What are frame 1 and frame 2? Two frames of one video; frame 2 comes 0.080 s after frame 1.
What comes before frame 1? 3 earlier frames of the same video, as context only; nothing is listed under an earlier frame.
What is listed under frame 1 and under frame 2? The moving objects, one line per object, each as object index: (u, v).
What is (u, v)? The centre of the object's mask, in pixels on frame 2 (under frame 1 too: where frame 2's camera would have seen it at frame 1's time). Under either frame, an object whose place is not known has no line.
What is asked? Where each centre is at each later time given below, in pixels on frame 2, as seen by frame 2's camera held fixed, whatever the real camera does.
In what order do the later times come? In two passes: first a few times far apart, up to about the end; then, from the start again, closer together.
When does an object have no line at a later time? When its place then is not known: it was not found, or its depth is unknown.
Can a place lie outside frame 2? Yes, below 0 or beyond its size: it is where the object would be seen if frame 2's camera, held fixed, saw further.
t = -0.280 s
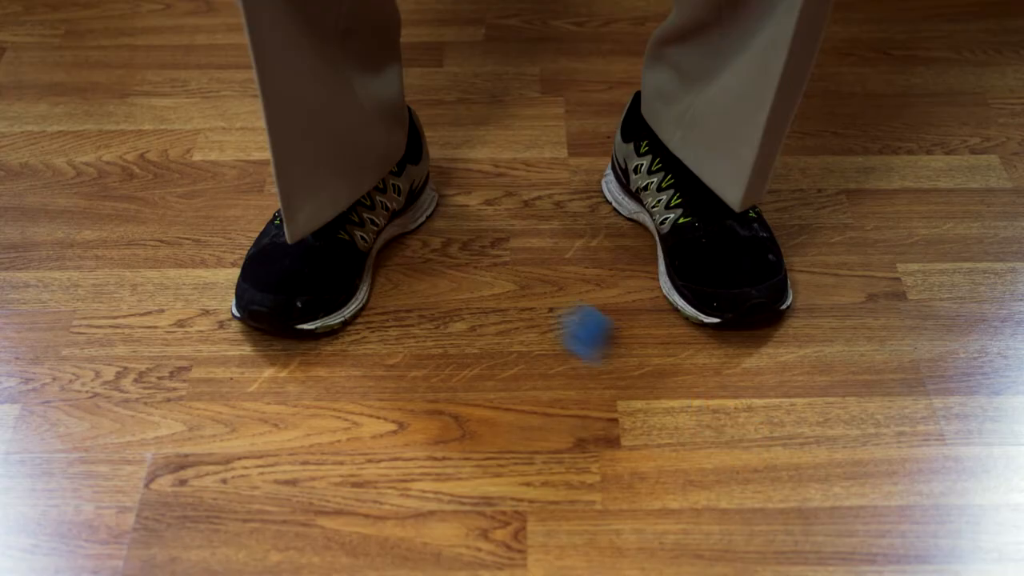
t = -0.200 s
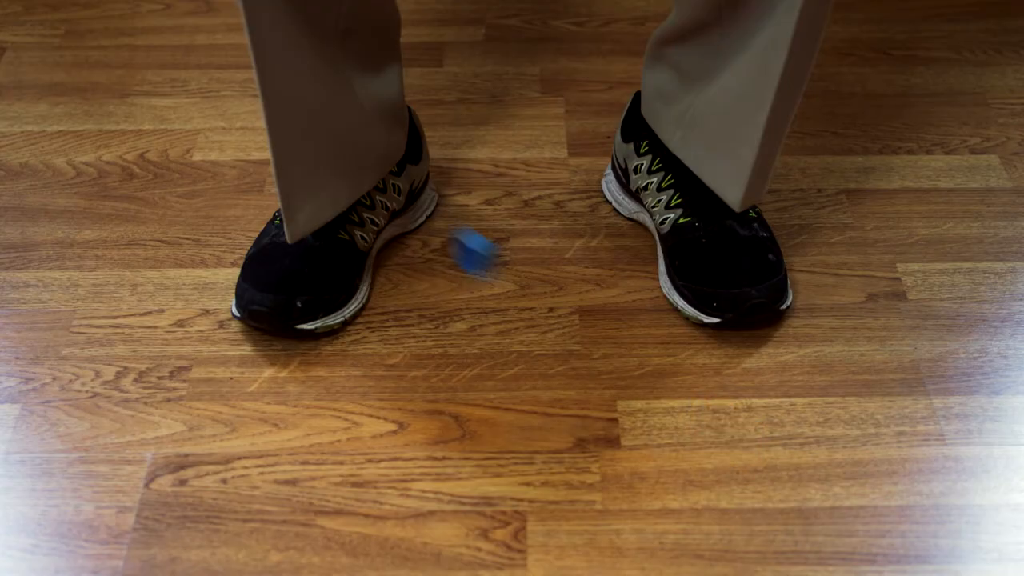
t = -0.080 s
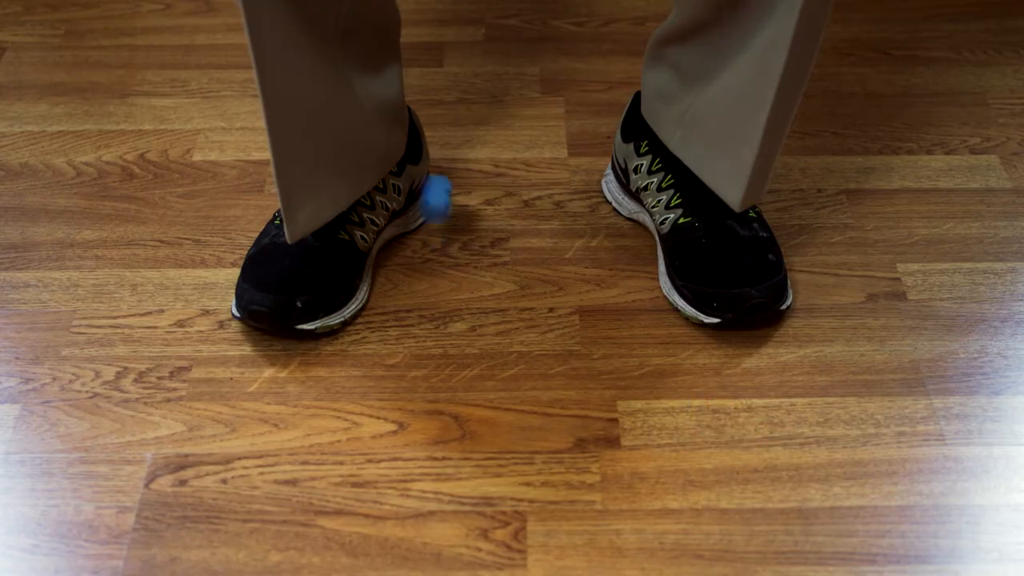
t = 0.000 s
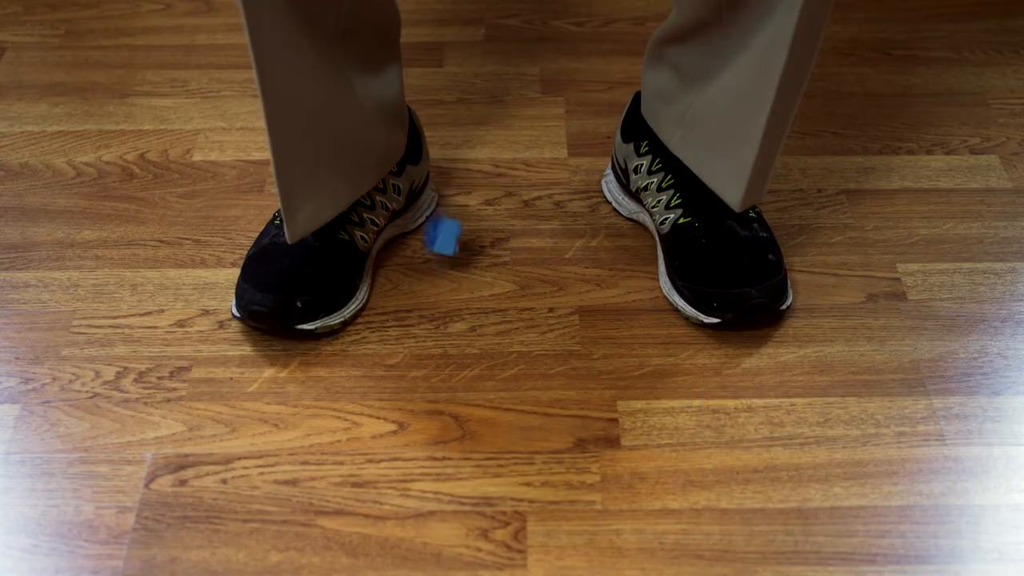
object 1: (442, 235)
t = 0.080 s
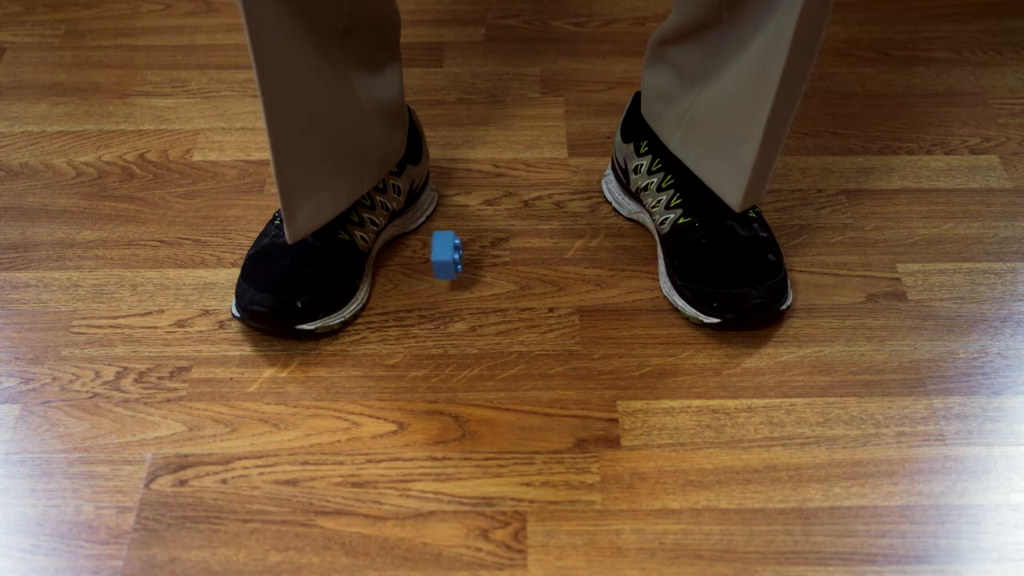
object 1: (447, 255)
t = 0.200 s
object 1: (453, 311)
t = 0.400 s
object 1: (470, 365)
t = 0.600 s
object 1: (483, 416)
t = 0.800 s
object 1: (483, 426)
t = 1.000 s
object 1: (483, 426)
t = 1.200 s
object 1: (483, 426)
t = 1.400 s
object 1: (483, 426)
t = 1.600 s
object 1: (483, 426)
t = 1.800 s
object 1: (483, 426)
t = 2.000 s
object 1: (483, 426)
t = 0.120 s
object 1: (448, 260)
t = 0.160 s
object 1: (449, 280)
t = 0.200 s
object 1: (453, 311)
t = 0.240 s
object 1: (458, 313)
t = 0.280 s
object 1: (461, 328)
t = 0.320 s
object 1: (466, 340)
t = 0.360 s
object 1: (468, 353)
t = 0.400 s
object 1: (470, 365)
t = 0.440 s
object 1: (473, 373)
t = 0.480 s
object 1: (476, 386)
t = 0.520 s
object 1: (476, 397)
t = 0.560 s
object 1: (480, 407)
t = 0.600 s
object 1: (483, 416)
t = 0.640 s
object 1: (484, 421)
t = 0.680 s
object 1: (483, 425)
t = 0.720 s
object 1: (483, 426)
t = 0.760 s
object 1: (483, 426)
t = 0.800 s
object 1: (483, 426)
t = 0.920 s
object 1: (483, 426)
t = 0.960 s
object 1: (483, 426)
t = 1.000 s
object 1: (483, 426)
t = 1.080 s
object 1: (483, 426)
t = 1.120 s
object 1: (483, 426)
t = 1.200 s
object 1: (483, 426)
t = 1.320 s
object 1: (483, 426)
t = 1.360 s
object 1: (483, 426)
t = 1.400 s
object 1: (483, 426)
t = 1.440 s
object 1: (483, 426)
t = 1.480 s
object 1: (483, 426)
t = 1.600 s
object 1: (483, 426)
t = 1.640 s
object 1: (483, 426)
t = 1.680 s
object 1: (483, 426)
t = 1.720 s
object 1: (483, 426)
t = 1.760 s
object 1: (483, 426)
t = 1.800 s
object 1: (483, 426)
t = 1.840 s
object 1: (483, 426)
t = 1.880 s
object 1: (483, 426)
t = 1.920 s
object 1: (483, 426)
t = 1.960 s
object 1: (483, 426)
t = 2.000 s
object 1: (483, 426)
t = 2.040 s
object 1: (483, 426)
